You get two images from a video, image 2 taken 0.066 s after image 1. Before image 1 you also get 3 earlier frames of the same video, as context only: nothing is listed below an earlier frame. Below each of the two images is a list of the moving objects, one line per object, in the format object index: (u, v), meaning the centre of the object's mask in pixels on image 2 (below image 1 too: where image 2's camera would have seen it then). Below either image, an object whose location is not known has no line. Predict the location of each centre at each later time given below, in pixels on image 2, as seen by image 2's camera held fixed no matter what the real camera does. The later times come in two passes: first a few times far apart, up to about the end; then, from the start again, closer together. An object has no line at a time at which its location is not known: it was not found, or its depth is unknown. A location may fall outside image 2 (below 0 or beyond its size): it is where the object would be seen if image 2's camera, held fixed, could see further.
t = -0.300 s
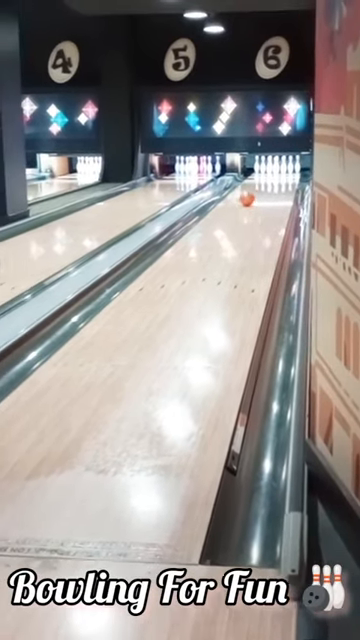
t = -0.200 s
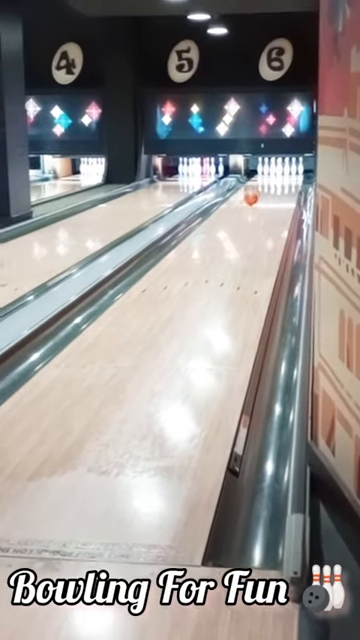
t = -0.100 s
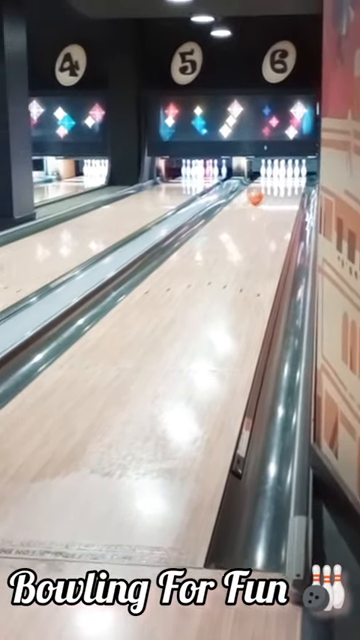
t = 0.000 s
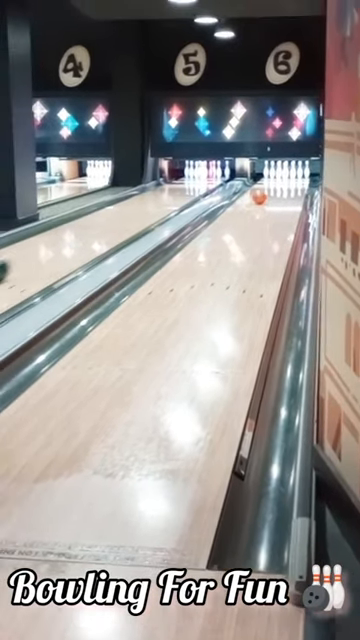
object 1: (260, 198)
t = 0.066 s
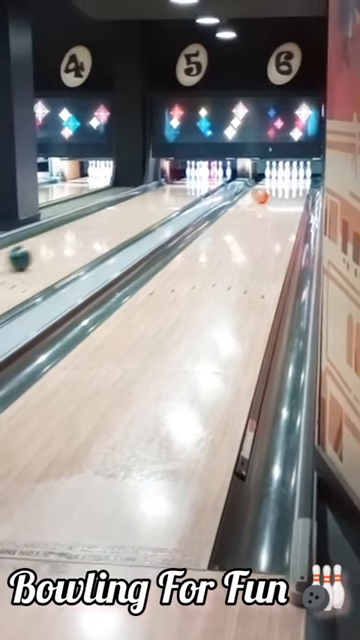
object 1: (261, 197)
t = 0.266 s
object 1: (262, 194)
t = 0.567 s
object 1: (265, 188)
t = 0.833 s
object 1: (266, 185)
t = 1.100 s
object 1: (268, 183)
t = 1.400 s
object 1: (269, 179)
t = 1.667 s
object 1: (270, 177)
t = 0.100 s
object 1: (261, 196)
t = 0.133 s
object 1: (262, 196)
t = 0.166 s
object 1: (262, 195)
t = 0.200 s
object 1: (262, 195)
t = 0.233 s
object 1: (262, 194)
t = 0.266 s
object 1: (262, 194)
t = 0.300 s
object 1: (263, 193)
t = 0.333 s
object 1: (263, 193)
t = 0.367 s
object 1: (263, 192)
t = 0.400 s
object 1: (264, 191)
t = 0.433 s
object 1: (264, 191)
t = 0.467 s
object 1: (265, 190)
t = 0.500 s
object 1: (265, 189)
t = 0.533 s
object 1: (265, 189)
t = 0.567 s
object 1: (265, 188)
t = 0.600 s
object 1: (265, 188)
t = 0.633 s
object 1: (266, 188)
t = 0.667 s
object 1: (266, 187)
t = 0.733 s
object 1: (266, 187)
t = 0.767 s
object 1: (266, 187)
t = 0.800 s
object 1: (266, 186)
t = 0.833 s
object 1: (266, 185)
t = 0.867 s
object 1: (267, 185)
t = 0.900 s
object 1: (267, 185)
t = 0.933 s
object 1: (267, 184)
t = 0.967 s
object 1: (267, 184)
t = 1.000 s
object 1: (268, 183)
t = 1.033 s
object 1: (267, 183)
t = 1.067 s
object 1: (268, 183)
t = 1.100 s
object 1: (268, 183)
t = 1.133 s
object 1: (268, 183)
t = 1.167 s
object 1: (268, 182)
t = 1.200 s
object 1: (268, 182)
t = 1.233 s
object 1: (268, 181)
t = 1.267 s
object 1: (268, 182)
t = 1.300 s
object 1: (268, 181)
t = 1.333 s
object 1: (269, 180)
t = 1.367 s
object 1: (269, 180)
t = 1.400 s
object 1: (269, 179)
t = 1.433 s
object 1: (269, 179)
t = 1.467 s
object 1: (269, 179)
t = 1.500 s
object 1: (269, 179)
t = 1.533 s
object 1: (269, 179)
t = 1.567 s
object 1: (270, 179)
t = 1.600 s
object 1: (270, 179)
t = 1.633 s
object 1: (270, 178)
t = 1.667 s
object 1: (270, 177)
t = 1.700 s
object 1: (270, 177)
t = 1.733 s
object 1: (270, 178)
